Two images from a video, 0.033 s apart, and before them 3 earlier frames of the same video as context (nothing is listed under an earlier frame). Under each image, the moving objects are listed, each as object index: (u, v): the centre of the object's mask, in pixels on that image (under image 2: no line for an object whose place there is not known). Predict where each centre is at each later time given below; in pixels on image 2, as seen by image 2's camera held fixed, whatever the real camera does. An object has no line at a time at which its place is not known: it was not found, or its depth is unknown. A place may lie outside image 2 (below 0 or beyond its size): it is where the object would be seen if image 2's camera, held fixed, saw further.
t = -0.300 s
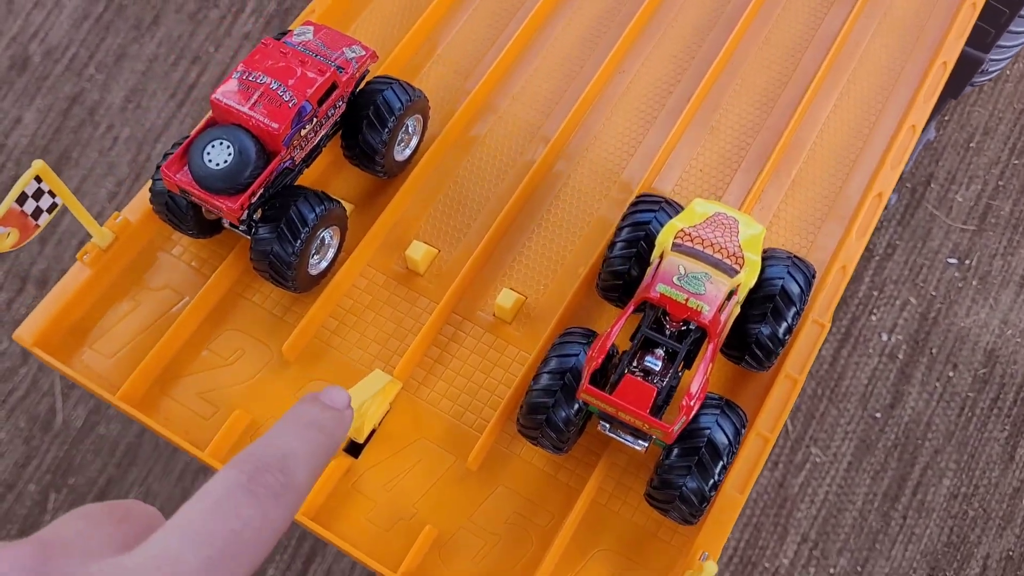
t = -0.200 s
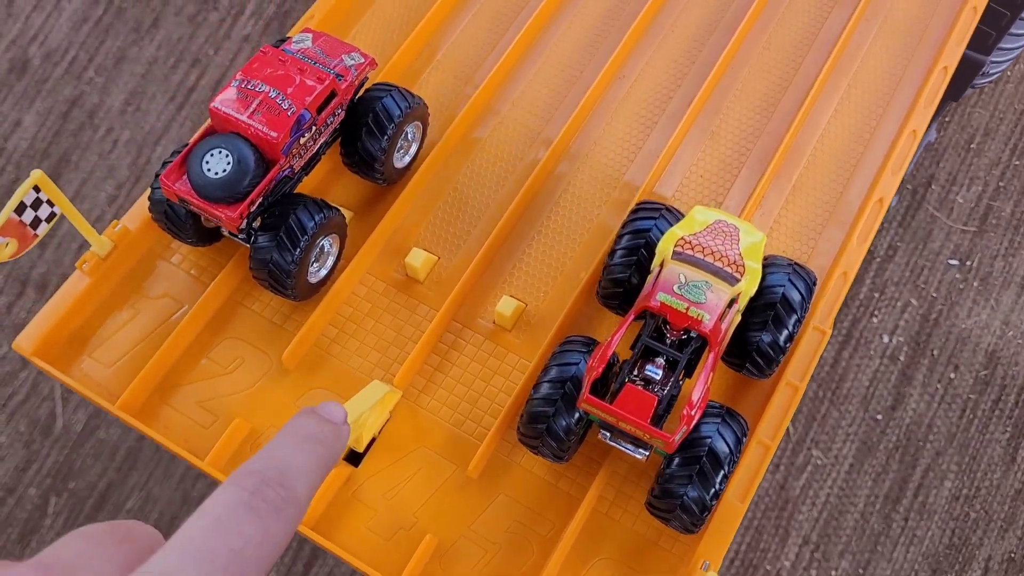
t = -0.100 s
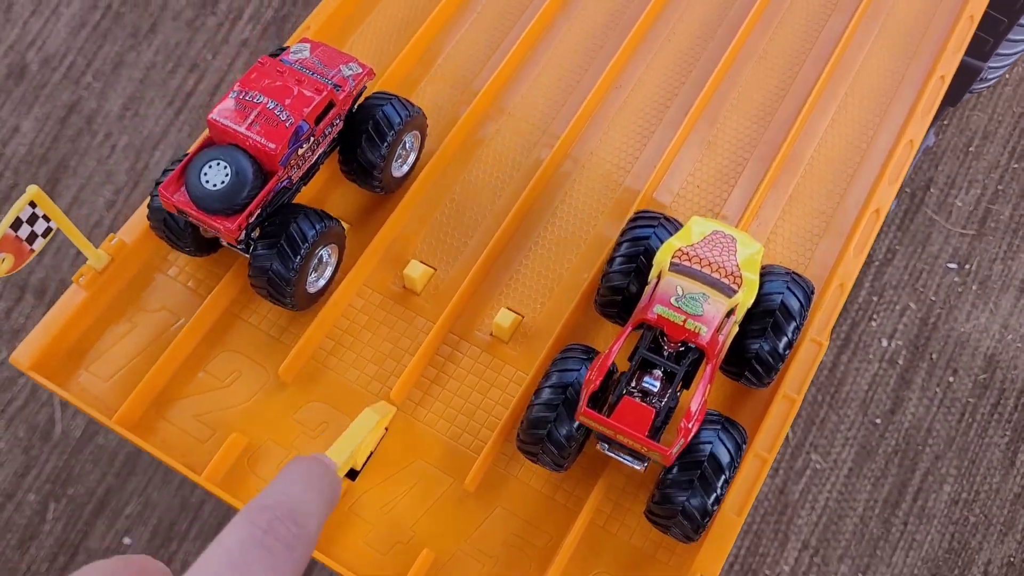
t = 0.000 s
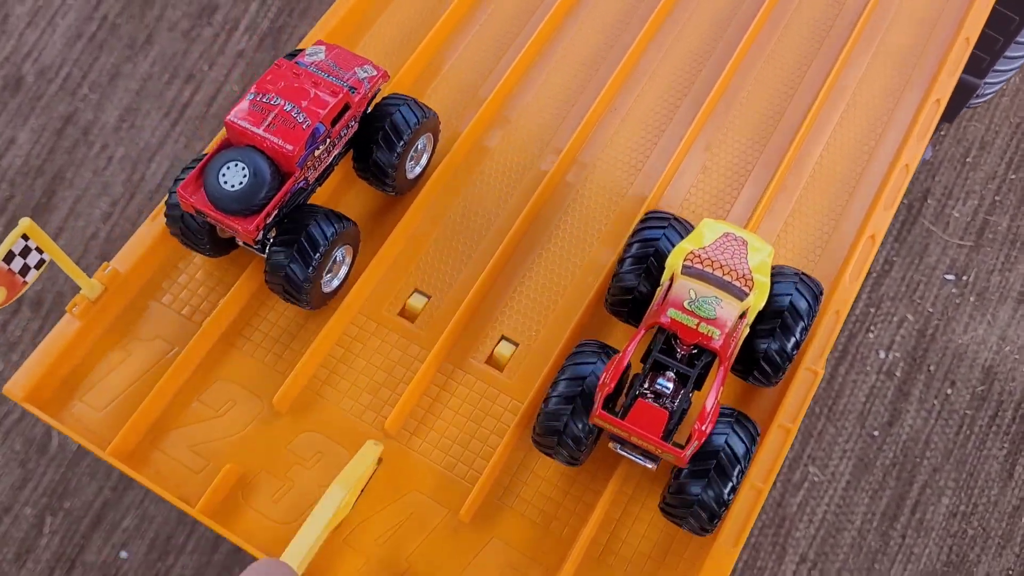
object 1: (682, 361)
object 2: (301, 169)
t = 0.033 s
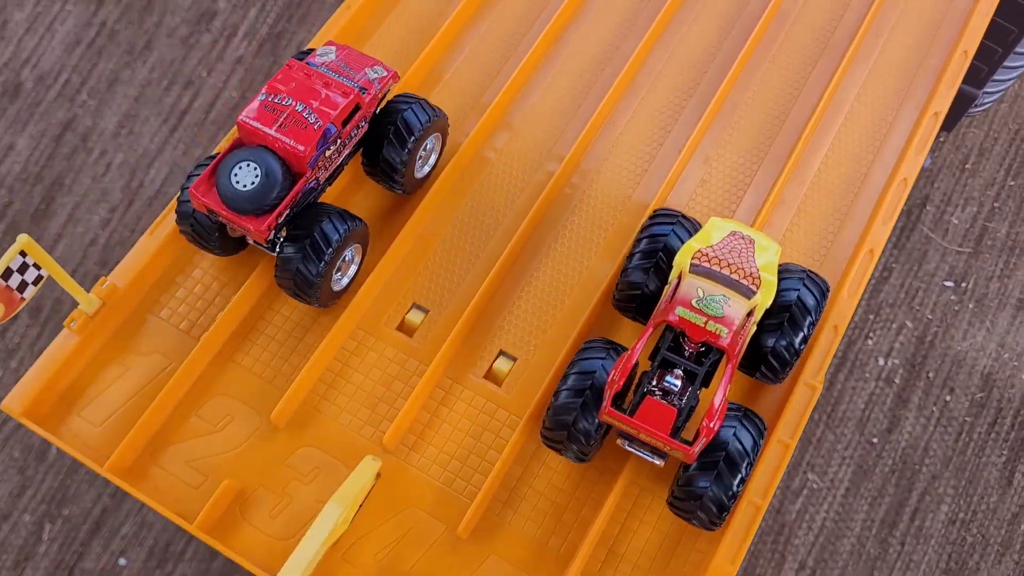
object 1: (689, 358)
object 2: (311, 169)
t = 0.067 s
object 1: (699, 345)
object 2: (323, 159)
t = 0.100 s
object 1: (711, 331)
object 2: (339, 147)
